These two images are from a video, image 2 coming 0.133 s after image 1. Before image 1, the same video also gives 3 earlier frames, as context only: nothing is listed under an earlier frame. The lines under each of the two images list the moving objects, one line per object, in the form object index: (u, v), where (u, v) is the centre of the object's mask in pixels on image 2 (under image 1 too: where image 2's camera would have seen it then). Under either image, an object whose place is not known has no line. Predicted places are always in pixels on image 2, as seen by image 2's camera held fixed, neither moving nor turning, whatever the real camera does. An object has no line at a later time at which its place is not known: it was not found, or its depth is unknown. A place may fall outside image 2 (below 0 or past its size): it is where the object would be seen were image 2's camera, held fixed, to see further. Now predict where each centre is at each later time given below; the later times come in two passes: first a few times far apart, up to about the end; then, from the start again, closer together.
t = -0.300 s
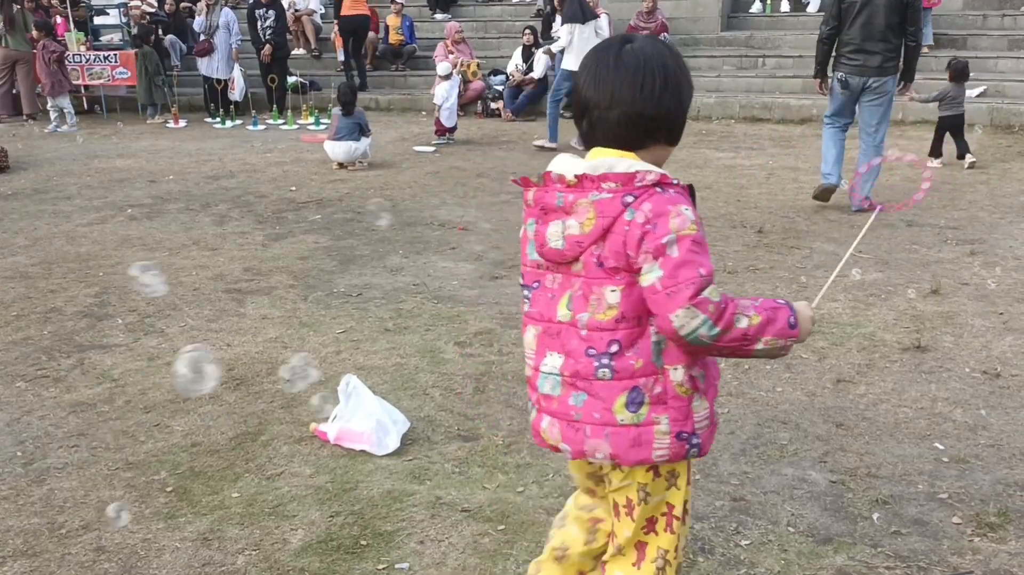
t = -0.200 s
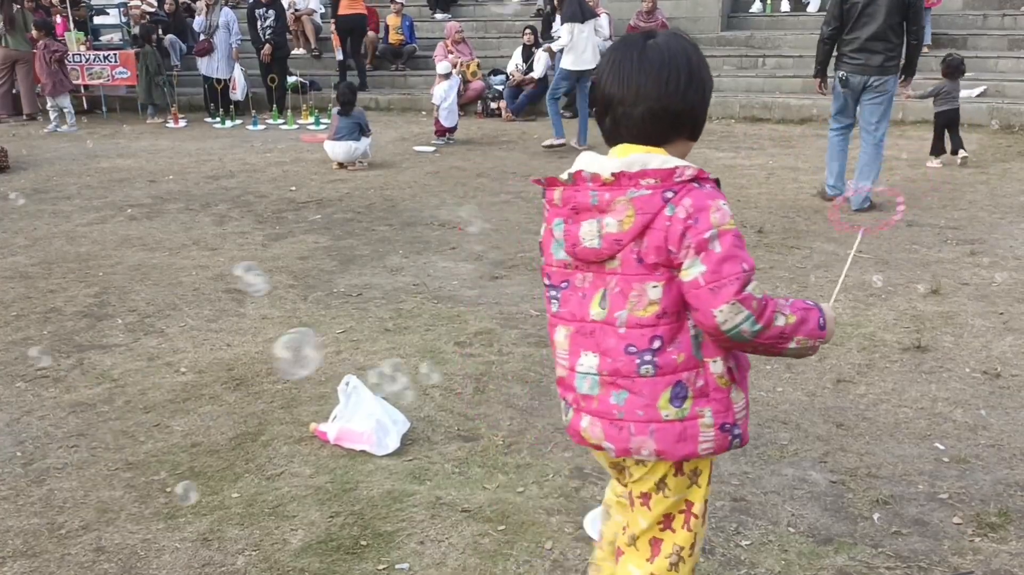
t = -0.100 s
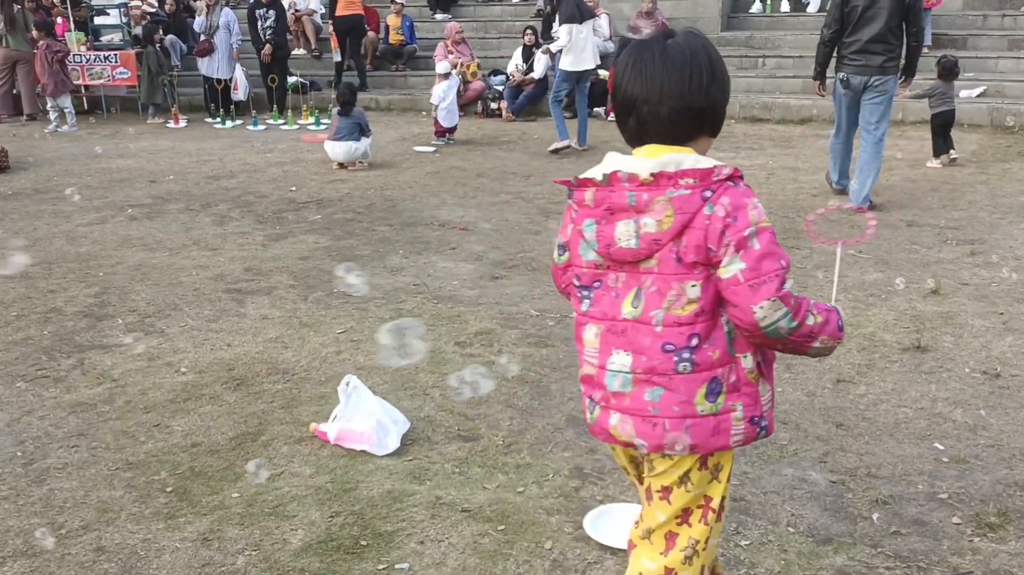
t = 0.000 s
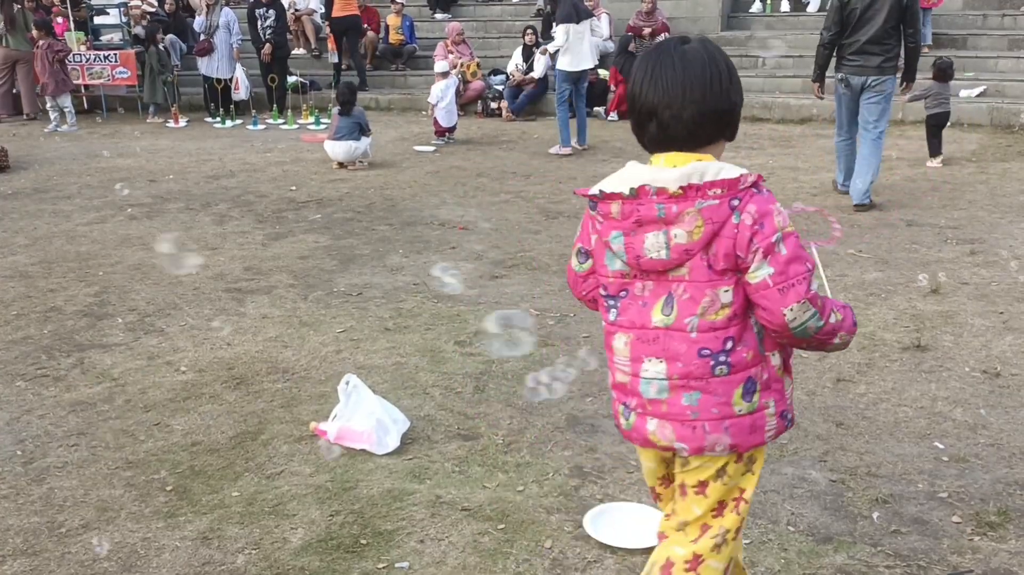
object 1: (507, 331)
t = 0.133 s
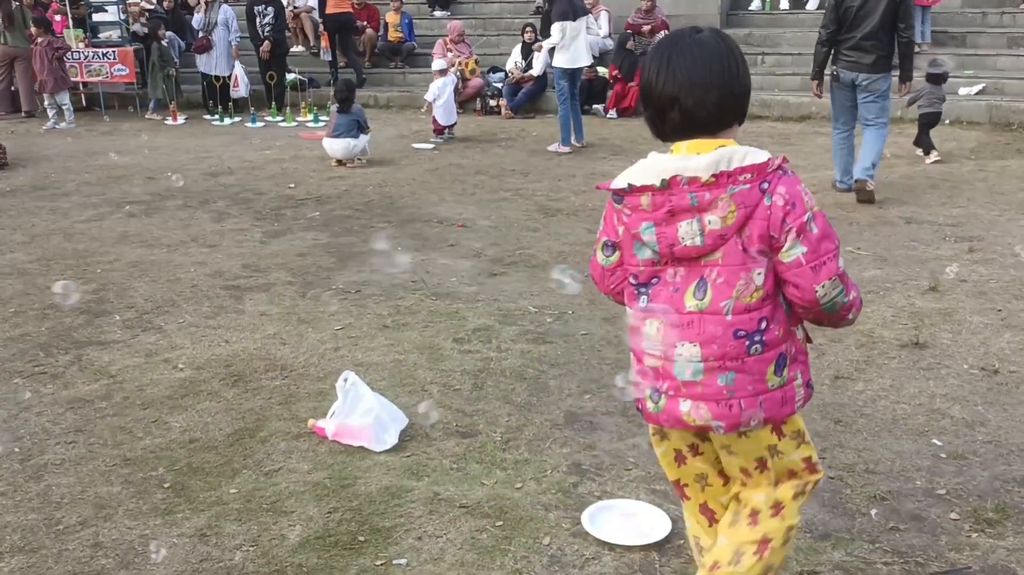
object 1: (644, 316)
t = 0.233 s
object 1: (754, 331)
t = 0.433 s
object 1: (957, 353)
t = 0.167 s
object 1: (689, 324)
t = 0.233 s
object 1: (754, 331)
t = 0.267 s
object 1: (791, 340)
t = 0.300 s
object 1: (823, 338)
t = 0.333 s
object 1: (853, 345)
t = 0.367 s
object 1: (885, 350)
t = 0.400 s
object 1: (915, 354)
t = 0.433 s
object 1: (957, 353)
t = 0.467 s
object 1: (990, 358)
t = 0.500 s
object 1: (1017, 364)
